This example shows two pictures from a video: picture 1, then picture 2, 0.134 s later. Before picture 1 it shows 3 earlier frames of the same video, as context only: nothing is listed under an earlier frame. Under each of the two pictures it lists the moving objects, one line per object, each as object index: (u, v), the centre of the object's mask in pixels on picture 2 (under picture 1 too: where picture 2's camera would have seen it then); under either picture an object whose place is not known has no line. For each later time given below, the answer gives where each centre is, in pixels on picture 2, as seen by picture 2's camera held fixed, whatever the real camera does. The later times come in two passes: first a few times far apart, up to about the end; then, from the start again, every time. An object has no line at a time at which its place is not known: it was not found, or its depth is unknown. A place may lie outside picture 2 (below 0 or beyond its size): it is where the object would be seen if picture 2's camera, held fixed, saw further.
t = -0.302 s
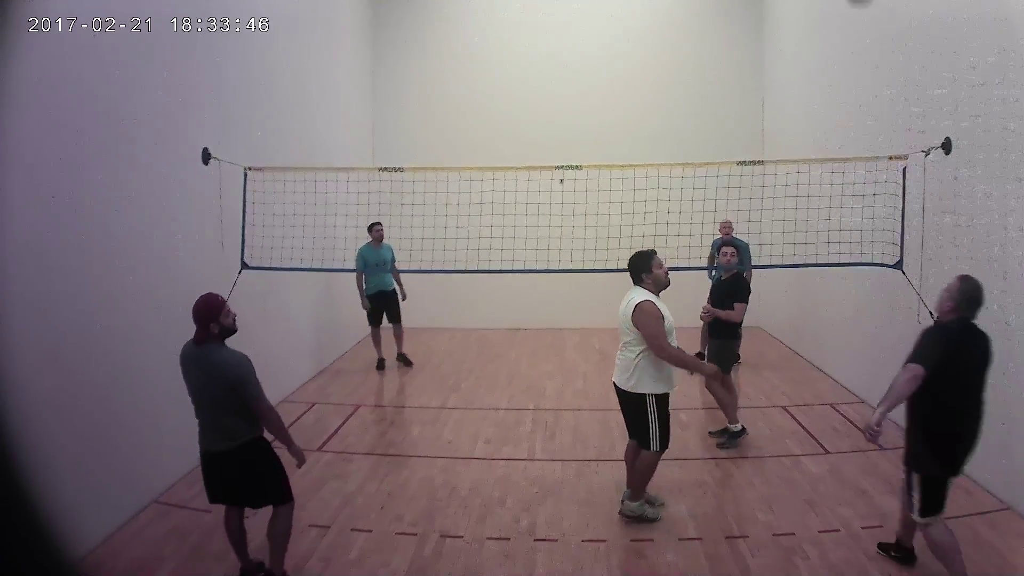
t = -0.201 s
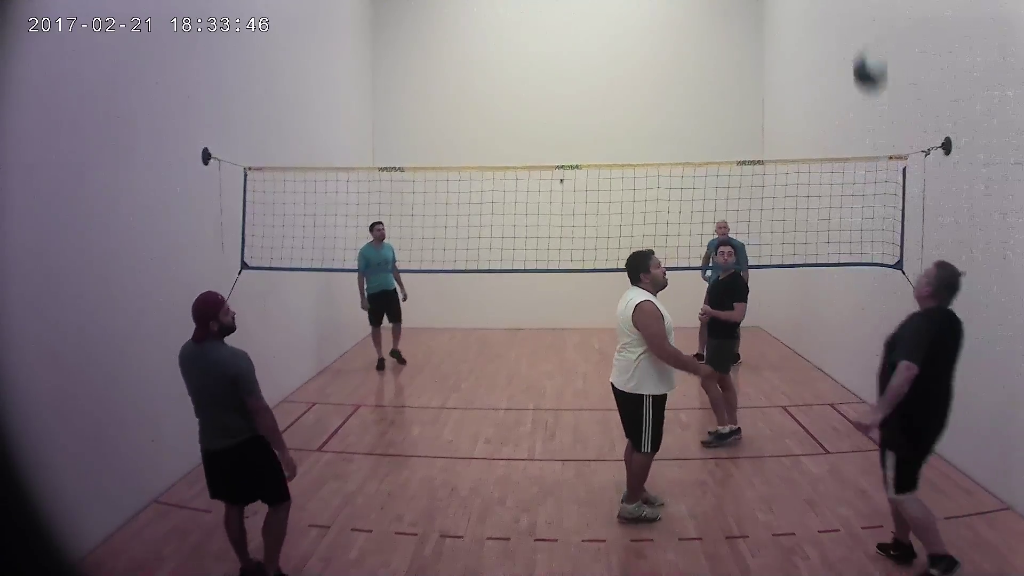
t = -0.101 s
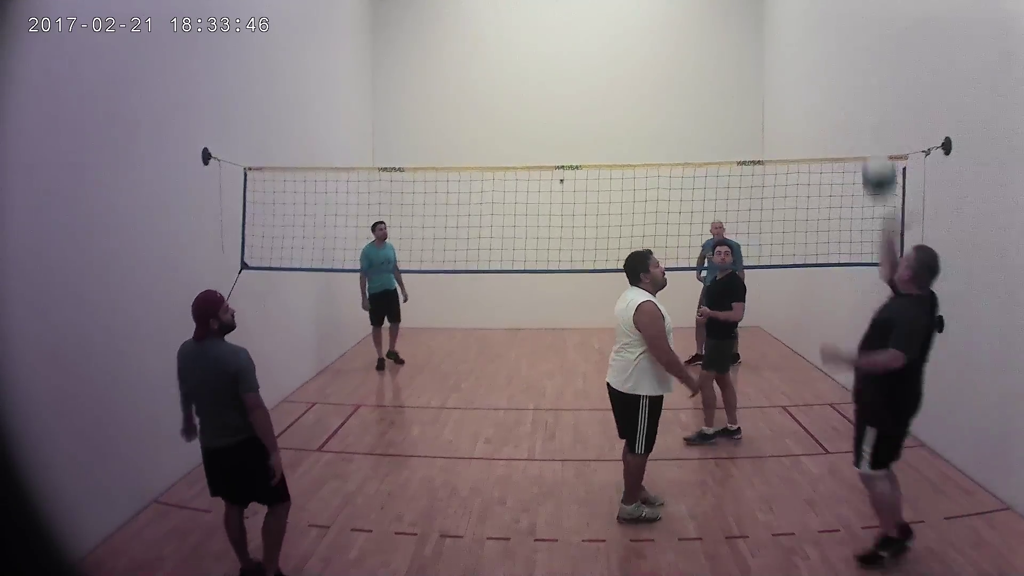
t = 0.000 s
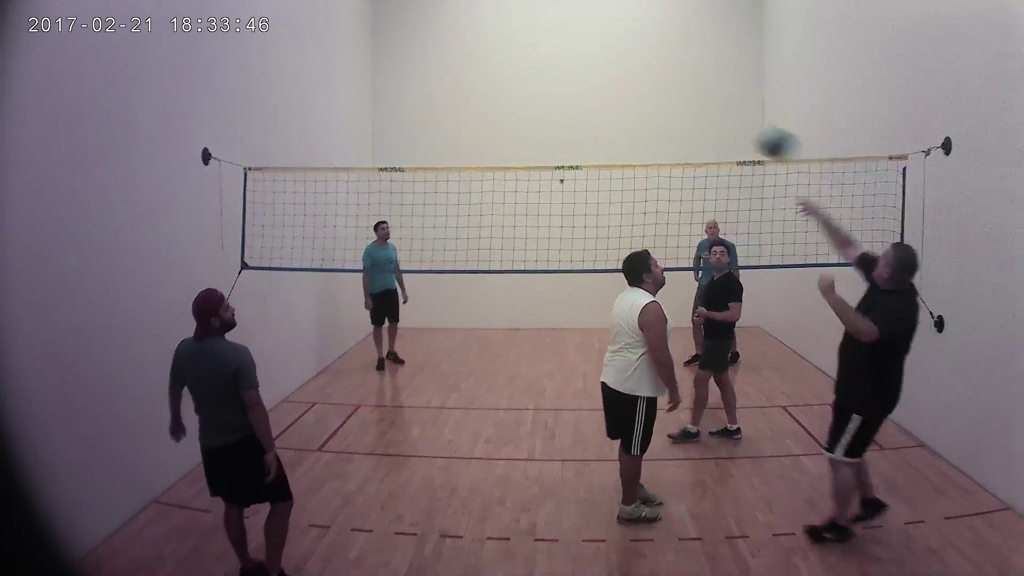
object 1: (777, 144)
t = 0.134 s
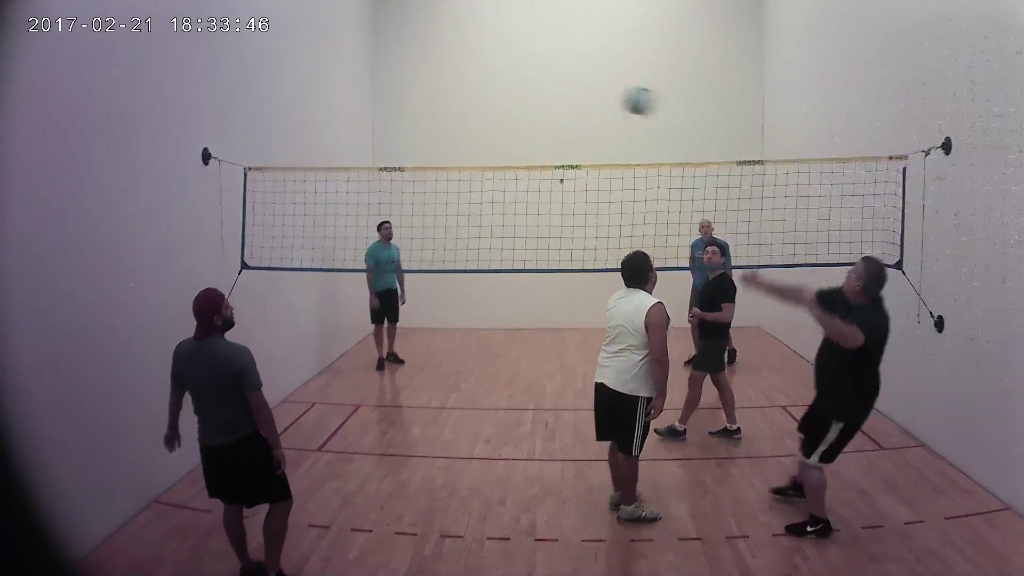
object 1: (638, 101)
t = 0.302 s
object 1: (514, 90)
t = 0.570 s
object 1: (378, 132)
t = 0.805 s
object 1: (341, 190)
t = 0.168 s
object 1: (612, 96)
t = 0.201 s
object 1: (586, 93)
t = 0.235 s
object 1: (561, 91)
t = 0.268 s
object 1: (537, 90)
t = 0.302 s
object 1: (514, 90)
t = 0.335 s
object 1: (493, 92)
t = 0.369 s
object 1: (473, 95)
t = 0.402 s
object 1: (454, 99)
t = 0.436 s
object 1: (436, 104)
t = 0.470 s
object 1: (420, 110)
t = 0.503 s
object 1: (404, 117)
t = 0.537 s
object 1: (390, 125)
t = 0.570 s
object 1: (378, 132)
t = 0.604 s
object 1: (366, 140)
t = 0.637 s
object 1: (354, 147)
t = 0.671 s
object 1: (343, 156)
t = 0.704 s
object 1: (333, 162)
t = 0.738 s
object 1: (322, 177)
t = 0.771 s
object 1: (325, 183)
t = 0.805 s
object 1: (341, 190)
